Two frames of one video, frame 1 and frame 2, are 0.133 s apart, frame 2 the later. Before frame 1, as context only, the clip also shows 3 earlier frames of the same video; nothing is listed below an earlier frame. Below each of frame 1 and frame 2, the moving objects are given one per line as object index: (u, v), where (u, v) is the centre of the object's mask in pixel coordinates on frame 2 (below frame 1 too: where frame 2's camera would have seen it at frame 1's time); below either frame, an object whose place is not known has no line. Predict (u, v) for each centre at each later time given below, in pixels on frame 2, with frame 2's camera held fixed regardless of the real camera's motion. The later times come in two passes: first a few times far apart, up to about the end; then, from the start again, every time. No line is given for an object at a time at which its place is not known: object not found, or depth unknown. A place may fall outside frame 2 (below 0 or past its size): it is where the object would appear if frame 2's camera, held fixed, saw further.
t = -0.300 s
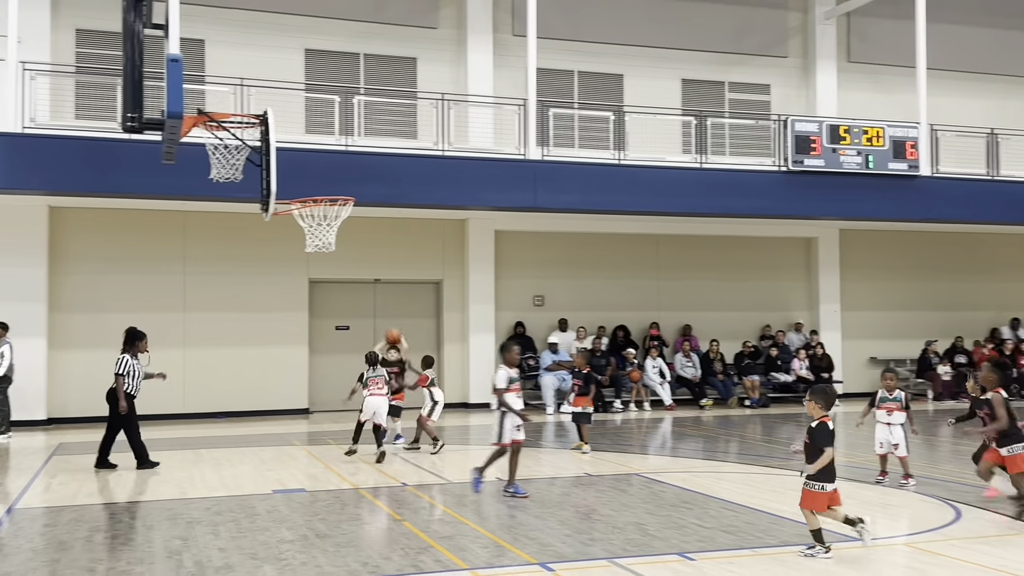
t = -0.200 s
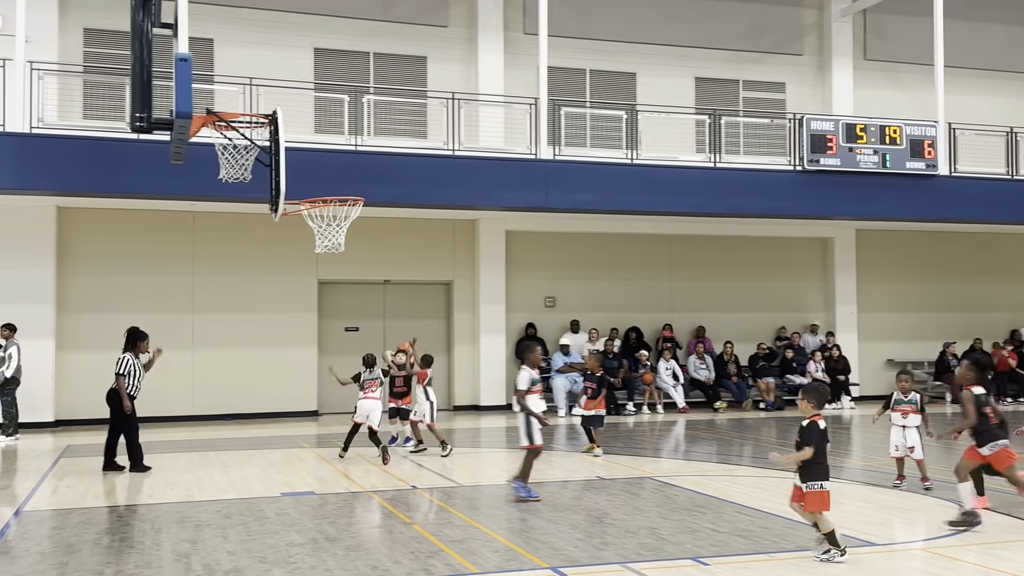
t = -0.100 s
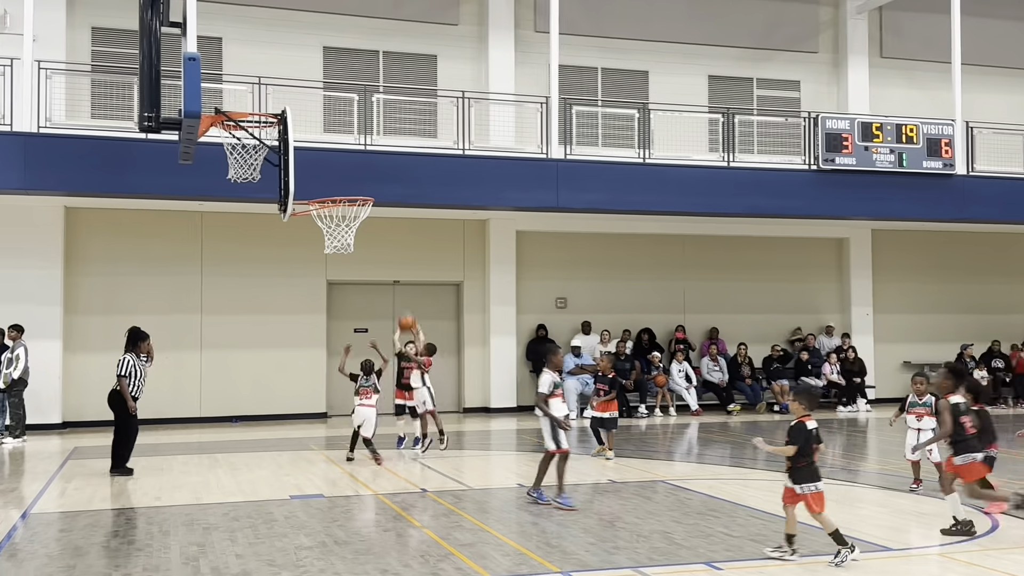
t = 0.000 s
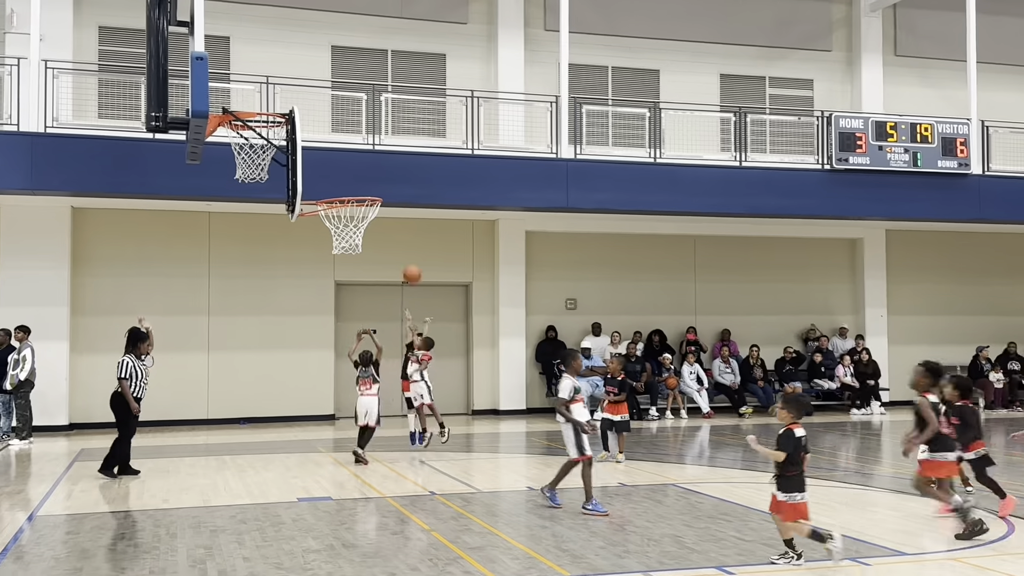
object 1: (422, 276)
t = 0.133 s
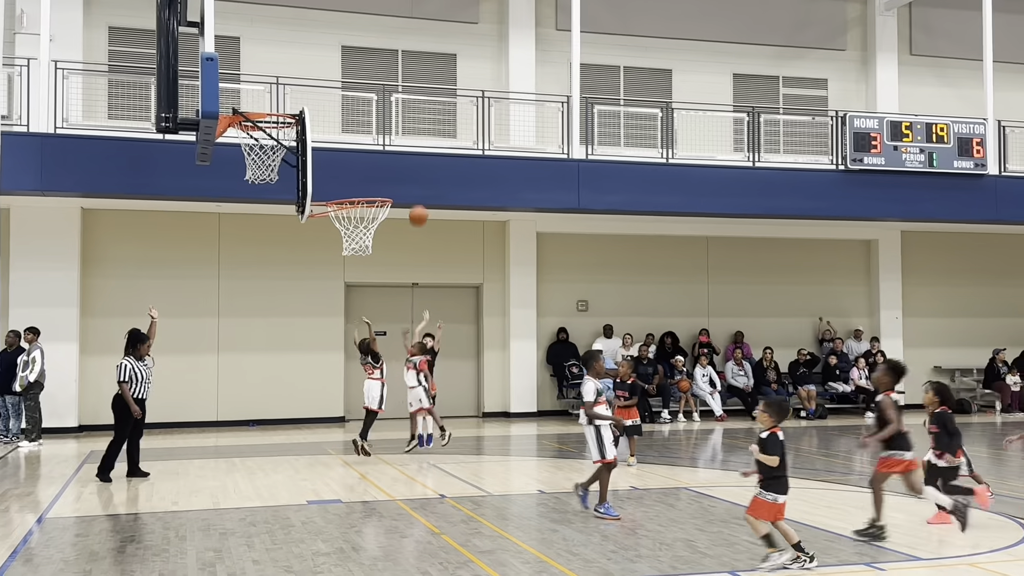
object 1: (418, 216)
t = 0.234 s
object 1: (416, 177)
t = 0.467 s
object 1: (410, 111)
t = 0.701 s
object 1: (403, 88)
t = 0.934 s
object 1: (395, 122)
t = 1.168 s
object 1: (391, 174)
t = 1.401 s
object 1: (395, 162)
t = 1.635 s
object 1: (401, 230)
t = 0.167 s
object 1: (418, 202)
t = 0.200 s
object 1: (417, 189)
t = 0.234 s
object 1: (416, 177)
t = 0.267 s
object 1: (415, 165)
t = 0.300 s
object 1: (414, 156)
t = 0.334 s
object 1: (413, 145)
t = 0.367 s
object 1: (412, 135)
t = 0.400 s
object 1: (412, 126)
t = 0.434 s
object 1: (410, 118)
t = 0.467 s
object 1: (410, 111)
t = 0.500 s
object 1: (409, 106)
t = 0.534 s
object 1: (407, 100)
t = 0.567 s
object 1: (407, 96)
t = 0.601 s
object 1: (405, 93)
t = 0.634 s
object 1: (405, 90)
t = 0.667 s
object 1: (403, 89)
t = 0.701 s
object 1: (403, 88)
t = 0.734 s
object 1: (401, 89)
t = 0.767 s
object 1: (400, 91)
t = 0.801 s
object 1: (399, 95)
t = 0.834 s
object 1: (398, 99)
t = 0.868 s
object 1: (397, 105)
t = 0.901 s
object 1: (396, 113)
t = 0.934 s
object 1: (395, 122)
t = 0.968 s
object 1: (394, 132)
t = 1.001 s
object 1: (393, 146)
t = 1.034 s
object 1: (391, 160)
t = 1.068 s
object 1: (391, 174)
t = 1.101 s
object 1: (390, 188)
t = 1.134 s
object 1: (390, 181)
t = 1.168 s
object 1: (391, 174)
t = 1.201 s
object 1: (391, 168)
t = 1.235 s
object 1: (392, 164)
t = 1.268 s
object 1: (392, 160)
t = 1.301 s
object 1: (393, 159)
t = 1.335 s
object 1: (394, 158)
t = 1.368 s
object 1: (395, 159)
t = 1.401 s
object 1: (395, 162)
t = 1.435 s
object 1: (396, 166)
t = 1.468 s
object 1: (397, 172)
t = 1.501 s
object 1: (397, 180)
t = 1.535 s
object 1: (398, 189)
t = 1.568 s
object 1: (399, 199)
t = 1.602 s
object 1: (400, 213)
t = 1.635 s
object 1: (401, 230)
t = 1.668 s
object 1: (402, 245)
